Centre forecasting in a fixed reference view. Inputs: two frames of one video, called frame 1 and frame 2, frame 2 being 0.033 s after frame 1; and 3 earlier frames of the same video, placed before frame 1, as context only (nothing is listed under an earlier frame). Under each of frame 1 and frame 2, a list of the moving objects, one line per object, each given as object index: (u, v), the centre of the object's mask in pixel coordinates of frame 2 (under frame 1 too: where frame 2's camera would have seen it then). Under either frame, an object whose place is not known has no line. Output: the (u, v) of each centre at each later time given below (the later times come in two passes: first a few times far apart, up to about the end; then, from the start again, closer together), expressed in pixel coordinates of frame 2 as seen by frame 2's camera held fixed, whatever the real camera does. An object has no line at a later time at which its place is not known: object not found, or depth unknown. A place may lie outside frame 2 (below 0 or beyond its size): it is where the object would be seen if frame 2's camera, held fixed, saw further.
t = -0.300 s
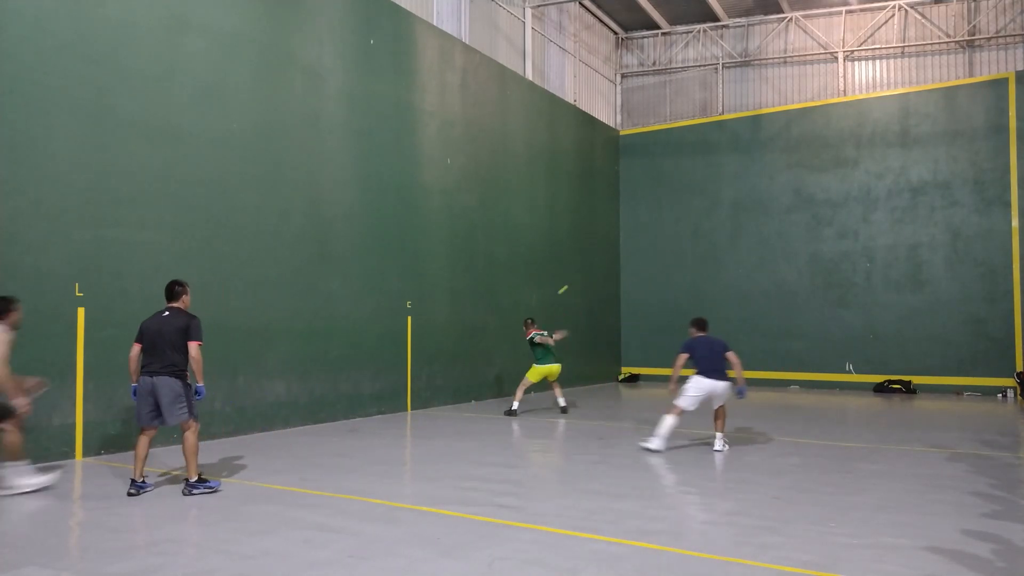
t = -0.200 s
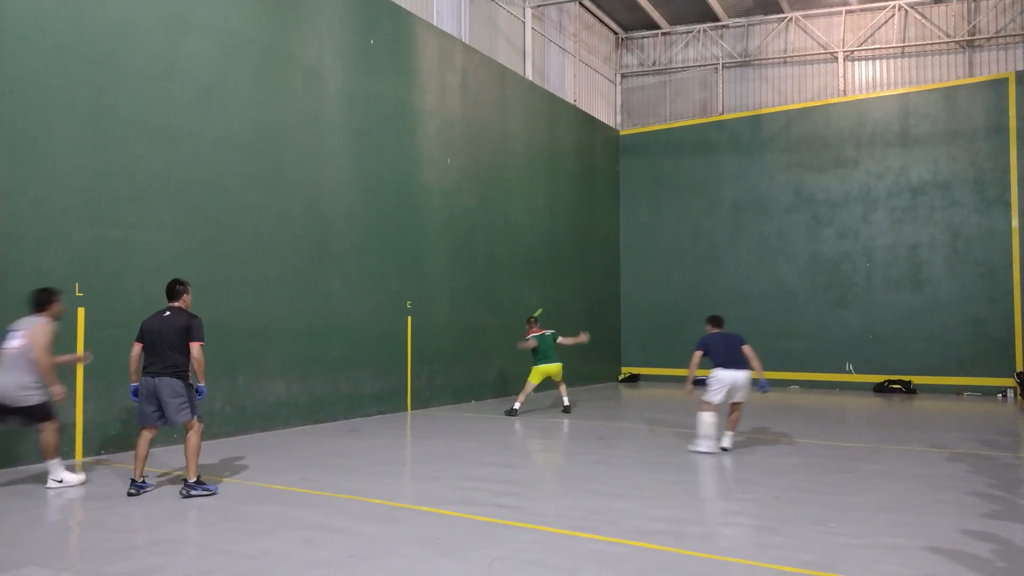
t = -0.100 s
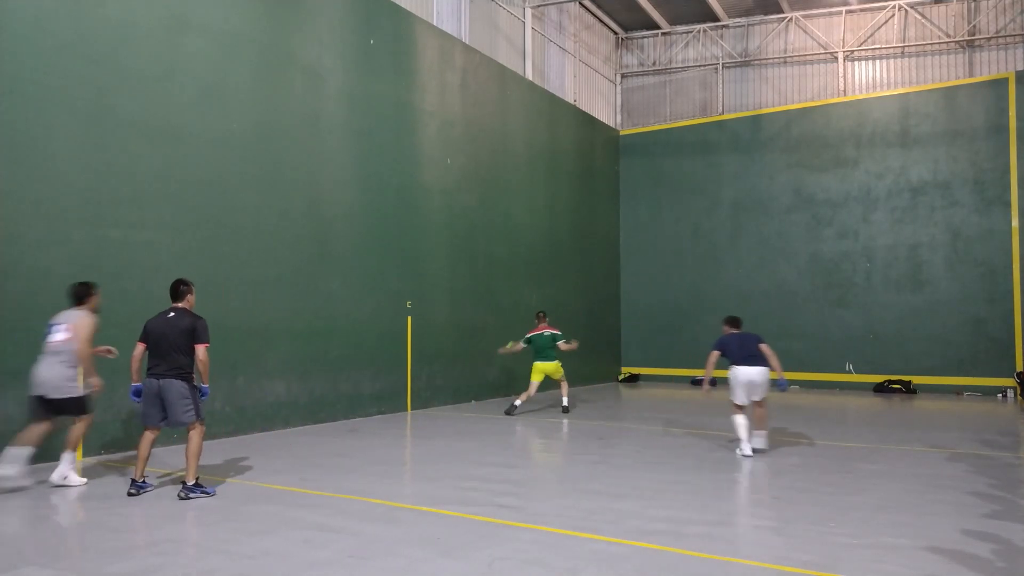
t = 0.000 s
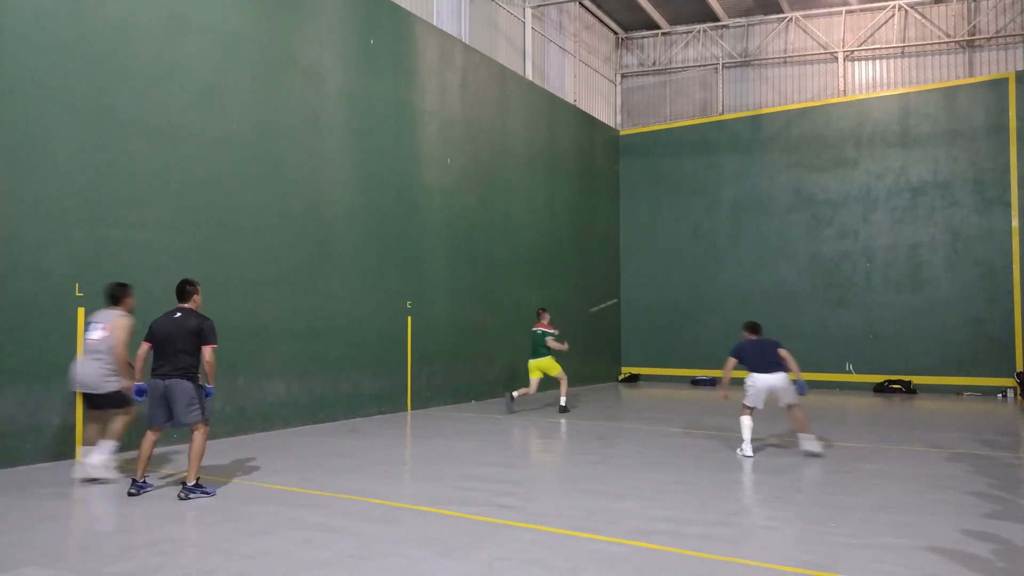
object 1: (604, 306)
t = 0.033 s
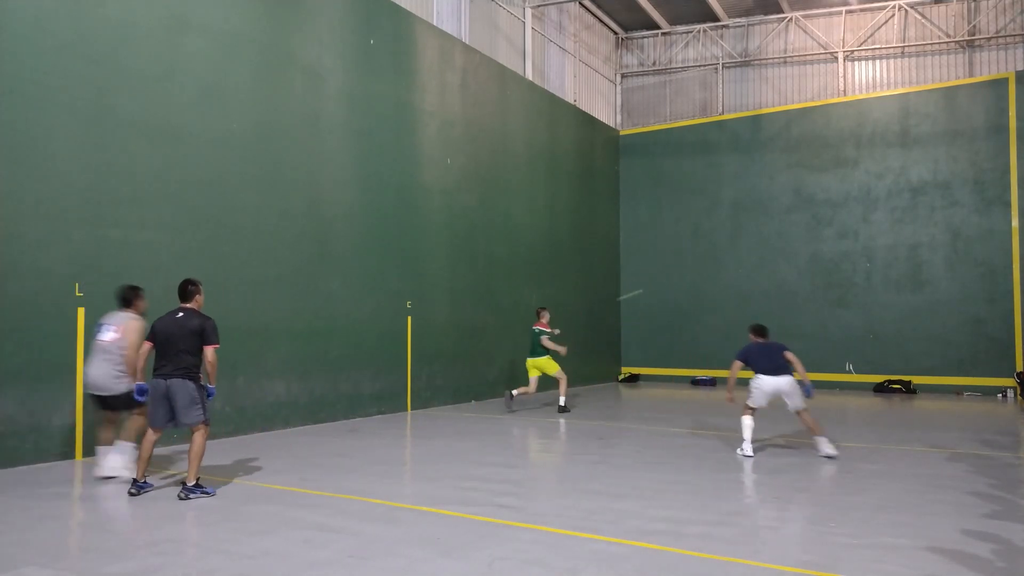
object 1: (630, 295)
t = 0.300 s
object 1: (731, 247)
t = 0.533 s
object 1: (715, 222)
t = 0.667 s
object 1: (705, 218)
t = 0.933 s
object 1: (676, 248)
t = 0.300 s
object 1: (731, 247)
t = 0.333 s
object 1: (729, 242)
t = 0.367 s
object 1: (727, 238)
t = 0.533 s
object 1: (715, 222)
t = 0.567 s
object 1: (713, 221)
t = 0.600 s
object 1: (711, 219)
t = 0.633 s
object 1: (708, 218)
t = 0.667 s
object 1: (705, 218)
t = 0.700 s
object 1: (703, 218)
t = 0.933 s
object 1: (676, 248)
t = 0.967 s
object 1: (671, 259)
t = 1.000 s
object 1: (665, 271)
